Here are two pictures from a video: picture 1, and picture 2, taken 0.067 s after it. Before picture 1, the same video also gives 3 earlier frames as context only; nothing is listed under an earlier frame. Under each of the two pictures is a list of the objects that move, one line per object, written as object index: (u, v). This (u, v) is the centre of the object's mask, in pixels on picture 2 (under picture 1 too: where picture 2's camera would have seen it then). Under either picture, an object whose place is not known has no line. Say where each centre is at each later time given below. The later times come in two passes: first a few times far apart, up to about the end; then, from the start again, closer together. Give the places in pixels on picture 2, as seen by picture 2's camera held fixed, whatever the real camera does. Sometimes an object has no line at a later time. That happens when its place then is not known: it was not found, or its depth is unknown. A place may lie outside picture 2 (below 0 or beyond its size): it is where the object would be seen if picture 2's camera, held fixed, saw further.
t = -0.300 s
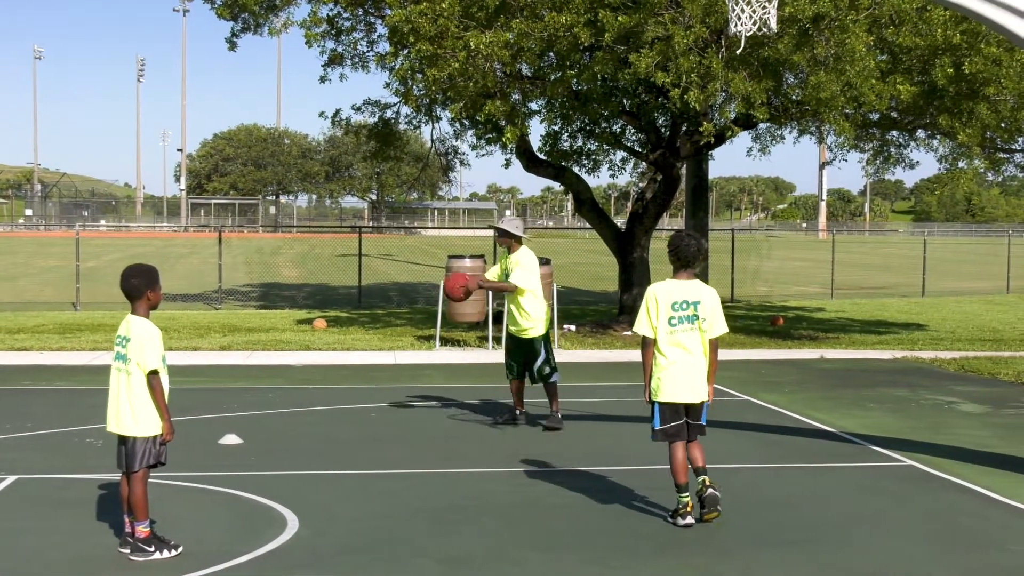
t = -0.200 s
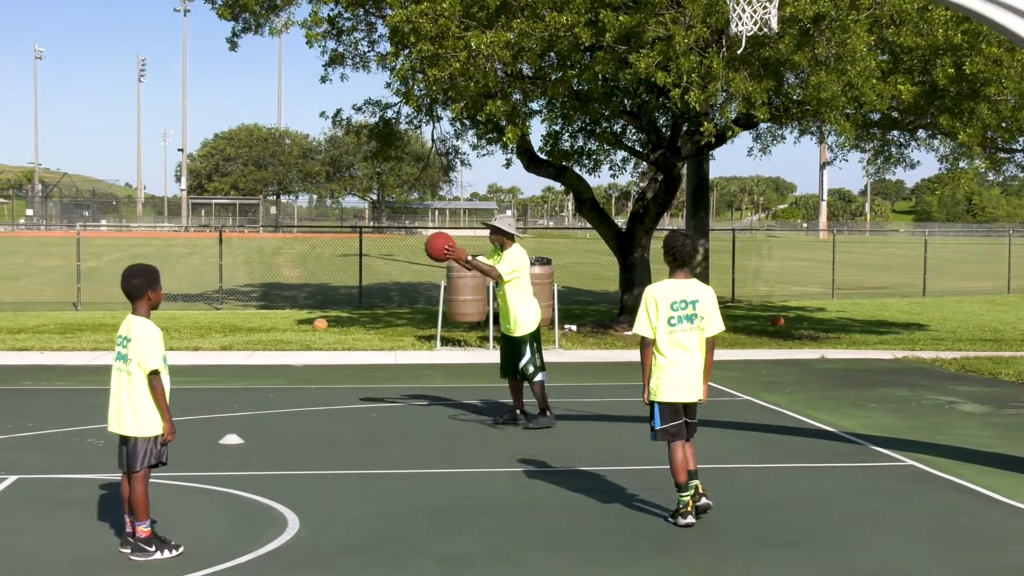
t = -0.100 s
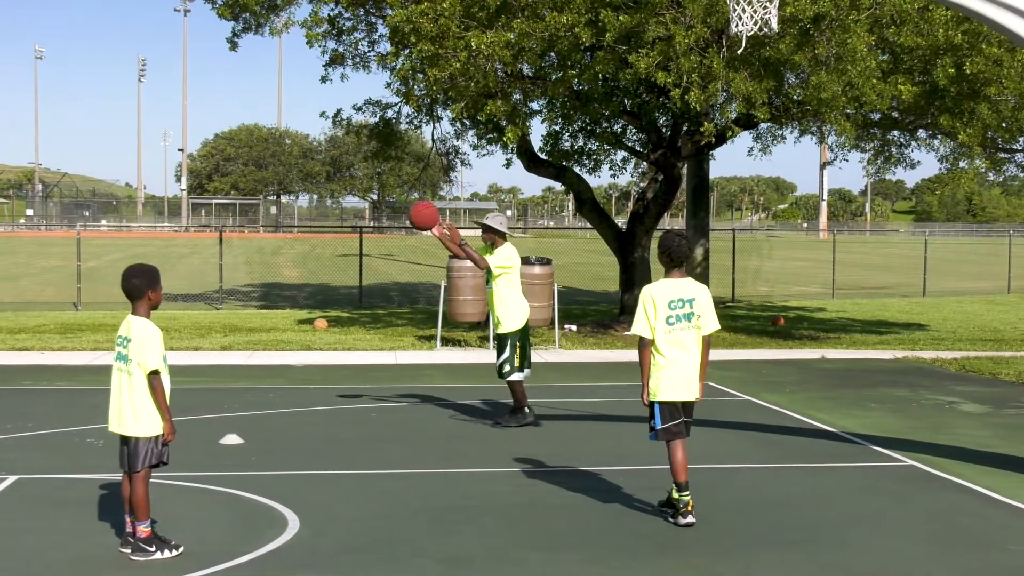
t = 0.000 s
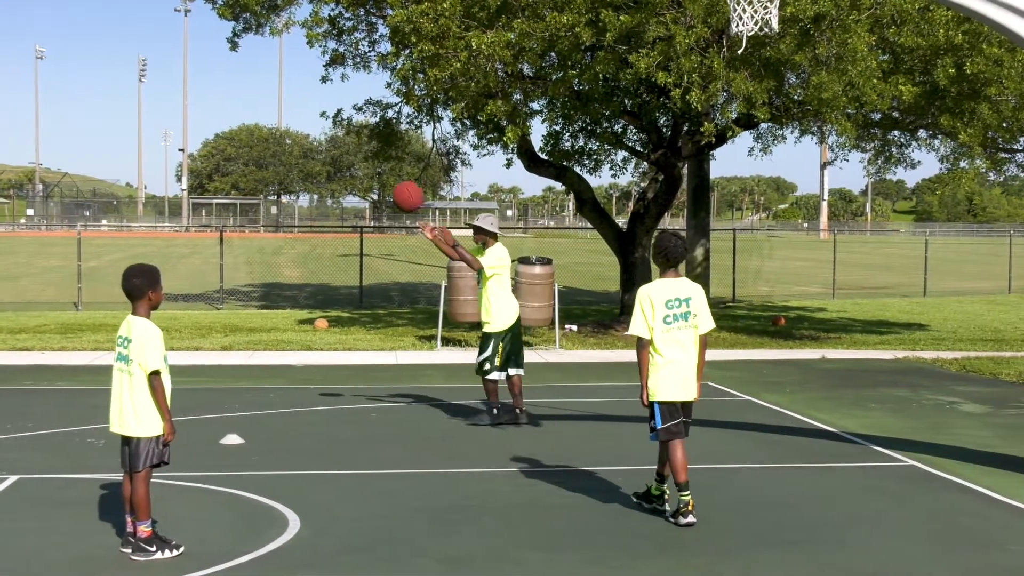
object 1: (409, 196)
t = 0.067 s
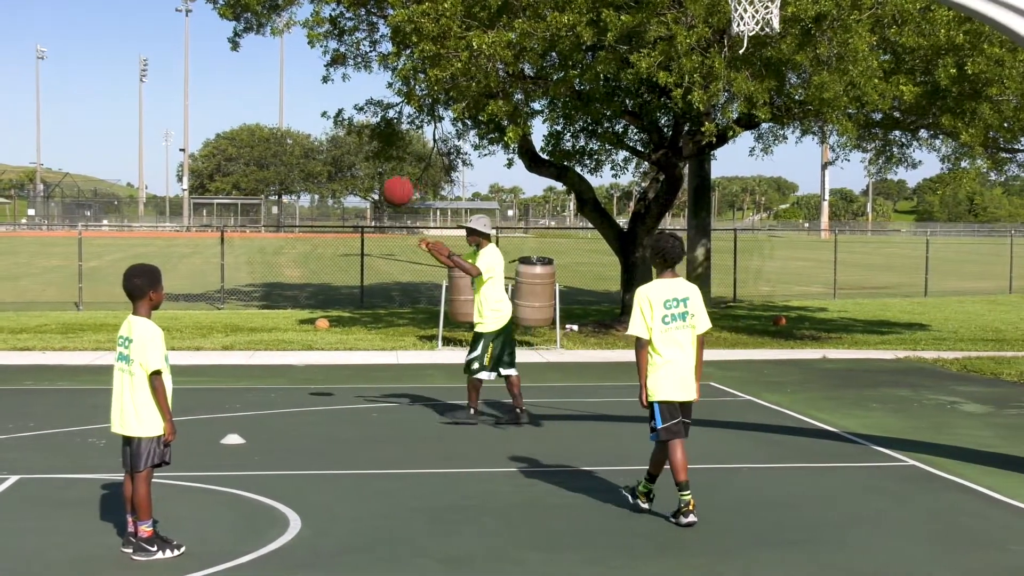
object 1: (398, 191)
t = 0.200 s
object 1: (376, 196)
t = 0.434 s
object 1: (335, 258)
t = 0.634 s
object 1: (297, 369)
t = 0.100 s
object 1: (392, 190)
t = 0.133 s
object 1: (387, 190)
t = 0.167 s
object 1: (381, 193)
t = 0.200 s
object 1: (376, 196)
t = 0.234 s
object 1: (370, 201)
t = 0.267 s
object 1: (364, 207)
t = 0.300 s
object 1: (359, 214)
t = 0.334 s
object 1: (352, 223)
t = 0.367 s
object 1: (346, 233)
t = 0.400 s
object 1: (341, 245)
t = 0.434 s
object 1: (335, 258)
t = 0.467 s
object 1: (329, 273)
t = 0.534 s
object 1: (317, 306)
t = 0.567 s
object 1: (310, 325)
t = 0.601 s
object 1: (304, 346)
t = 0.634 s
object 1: (297, 369)
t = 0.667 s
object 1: (291, 392)
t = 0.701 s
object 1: (285, 418)
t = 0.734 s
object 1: (284, 405)
